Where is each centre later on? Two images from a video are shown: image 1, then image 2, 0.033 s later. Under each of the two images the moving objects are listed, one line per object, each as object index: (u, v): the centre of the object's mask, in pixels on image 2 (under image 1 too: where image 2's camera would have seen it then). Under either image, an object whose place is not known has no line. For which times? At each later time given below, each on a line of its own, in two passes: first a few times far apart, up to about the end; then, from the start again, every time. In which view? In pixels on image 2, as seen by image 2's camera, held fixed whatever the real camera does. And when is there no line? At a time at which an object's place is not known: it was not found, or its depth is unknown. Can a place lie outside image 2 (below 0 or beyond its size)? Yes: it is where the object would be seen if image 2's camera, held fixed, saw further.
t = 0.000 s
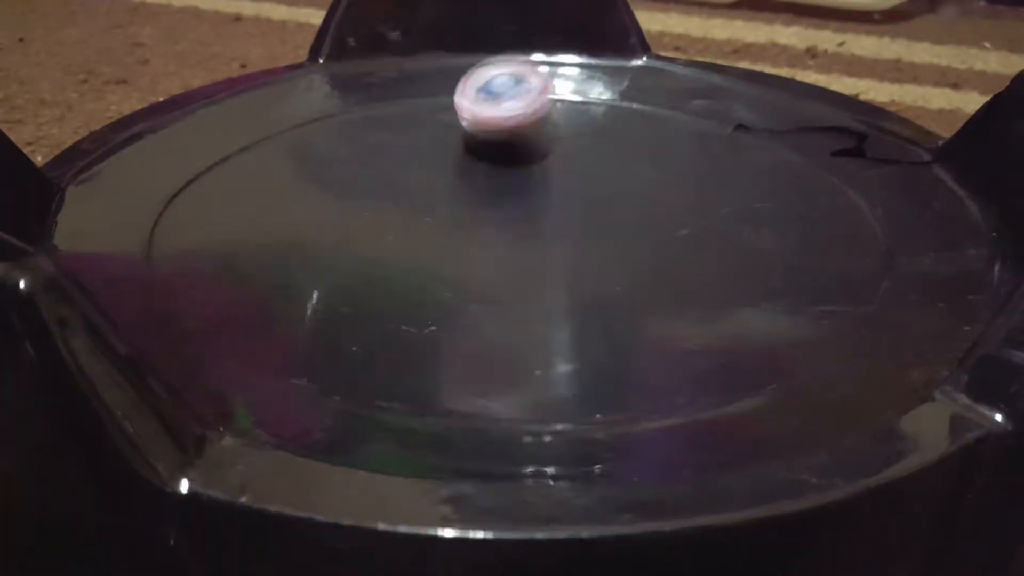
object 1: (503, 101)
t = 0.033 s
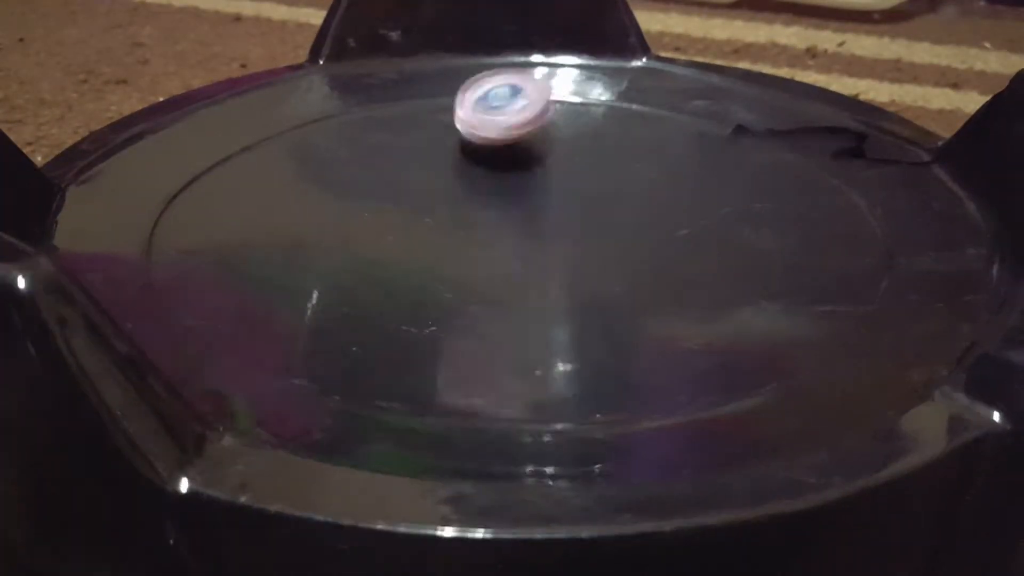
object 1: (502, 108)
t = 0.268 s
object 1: (530, 205)
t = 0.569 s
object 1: (477, 283)
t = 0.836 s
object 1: (366, 254)
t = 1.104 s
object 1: (464, 219)
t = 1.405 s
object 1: (615, 272)
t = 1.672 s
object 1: (495, 236)
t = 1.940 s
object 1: (621, 178)
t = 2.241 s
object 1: (603, 239)
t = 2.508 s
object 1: (422, 198)
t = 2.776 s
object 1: (494, 155)
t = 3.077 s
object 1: (559, 249)
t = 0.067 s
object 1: (503, 116)
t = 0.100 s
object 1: (505, 127)
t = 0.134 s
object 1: (509, 140)
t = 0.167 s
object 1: (514, 156)
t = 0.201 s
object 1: (519, 172)
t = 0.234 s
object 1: (525, 189)
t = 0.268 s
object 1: (530, 205)
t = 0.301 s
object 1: (534, 220)
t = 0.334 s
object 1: (538, 234)
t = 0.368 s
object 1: (539, 247)
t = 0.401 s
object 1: (537, 259)
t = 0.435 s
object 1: (531, 268)
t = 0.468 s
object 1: (522, 274)
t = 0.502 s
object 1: (509, 279)
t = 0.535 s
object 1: (494, 282)
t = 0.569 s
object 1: (477, 283)
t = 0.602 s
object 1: (459, 283)
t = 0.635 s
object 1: (441, 281)
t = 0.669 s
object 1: (423, 278)
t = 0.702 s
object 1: (408, 274)
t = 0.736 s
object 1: (394, 270)
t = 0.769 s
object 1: (382, 265)
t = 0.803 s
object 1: (374, 260)
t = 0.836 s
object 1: (366, 254)
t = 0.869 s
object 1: (361, 248)
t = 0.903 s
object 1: (356, 241)
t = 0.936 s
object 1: (357, 233)
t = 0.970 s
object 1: (368, 225)
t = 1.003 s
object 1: (386, 221)
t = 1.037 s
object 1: (410, 218)
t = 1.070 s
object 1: (437, 217)
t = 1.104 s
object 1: (464, 219)
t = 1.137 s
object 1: (493, 223)
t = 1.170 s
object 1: (519, 225)
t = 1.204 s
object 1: (545, 231)
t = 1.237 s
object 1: (568, 236)
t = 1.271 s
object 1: (589, 243)
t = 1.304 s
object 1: (606, 248)
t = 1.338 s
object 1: (616, 256)
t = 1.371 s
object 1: (620, 264)
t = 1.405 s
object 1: (615, 272)
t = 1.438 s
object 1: (601, 279)
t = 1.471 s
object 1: (578, 283)
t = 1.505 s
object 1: (551, 282)
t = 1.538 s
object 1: (527, 277)
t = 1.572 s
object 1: (509, 268)
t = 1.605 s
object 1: (498, 259)
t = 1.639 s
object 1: (494, 248)
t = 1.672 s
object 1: (495, 236)
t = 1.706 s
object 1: (502, 226)
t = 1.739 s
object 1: (512, 216)
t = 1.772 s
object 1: (525, 207)
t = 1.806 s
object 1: (541, 198)
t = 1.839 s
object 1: (558, 192)
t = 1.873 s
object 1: (578, 185)
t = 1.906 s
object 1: (599, 181)
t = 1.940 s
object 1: (621, 178)
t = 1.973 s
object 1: (643, 177)
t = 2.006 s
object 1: (663, 179)
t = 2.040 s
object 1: (679, 184)
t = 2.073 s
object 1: (687, 192)
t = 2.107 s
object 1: (685, 203)
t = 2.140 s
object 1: (673, 216)
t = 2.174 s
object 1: (656, 225)
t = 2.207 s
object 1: (631, 233)
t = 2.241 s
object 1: (603, 239)
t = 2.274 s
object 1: (574, 241)
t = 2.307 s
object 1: (545, 241)
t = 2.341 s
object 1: (518, 237)
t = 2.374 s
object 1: (494, 233)
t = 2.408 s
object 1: (471, 226)
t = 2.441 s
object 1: (452, 218)
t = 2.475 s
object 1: (436, 209)
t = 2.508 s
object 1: (422, 198)
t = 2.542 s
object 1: (414, 189)
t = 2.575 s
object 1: (410, 178)
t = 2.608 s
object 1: (413, 168)
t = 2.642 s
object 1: (421, 160)
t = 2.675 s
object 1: (434, 153)
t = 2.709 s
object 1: (453, 150)
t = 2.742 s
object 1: (474, 151)
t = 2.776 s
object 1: (494, 155)
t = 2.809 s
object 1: (514, 162)
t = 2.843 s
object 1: (532, 170)
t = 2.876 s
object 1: (547, 181)
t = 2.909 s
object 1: (558, 193)
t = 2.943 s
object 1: (566, 205)
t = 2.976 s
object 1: (570, 216)
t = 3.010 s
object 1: (569, 228)
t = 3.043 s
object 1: (566, 239)
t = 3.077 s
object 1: (559, 249)
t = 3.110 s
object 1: (549, 258)
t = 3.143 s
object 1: (536, 265)
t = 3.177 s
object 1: (518, 273)
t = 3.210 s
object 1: (497, 278)
